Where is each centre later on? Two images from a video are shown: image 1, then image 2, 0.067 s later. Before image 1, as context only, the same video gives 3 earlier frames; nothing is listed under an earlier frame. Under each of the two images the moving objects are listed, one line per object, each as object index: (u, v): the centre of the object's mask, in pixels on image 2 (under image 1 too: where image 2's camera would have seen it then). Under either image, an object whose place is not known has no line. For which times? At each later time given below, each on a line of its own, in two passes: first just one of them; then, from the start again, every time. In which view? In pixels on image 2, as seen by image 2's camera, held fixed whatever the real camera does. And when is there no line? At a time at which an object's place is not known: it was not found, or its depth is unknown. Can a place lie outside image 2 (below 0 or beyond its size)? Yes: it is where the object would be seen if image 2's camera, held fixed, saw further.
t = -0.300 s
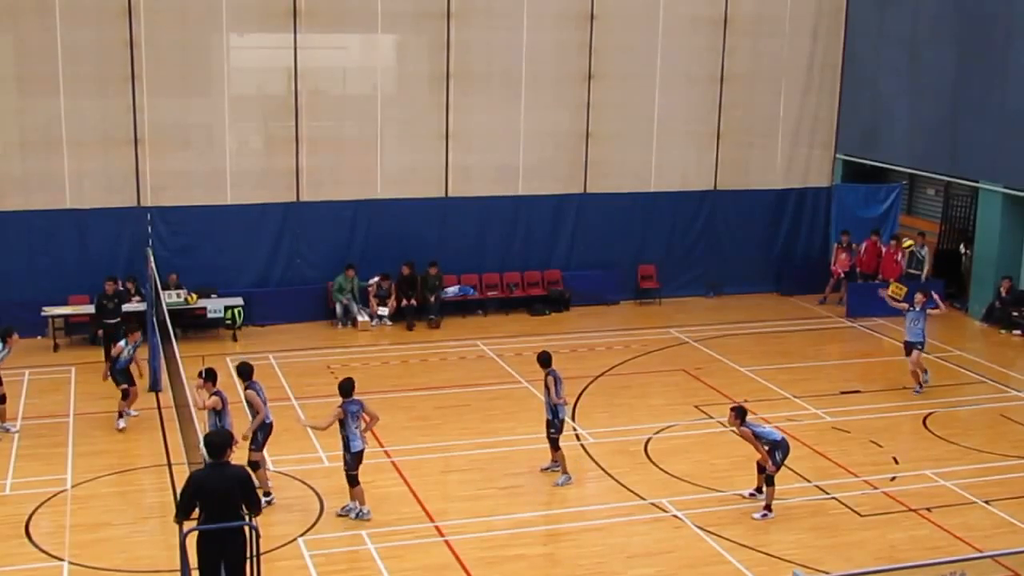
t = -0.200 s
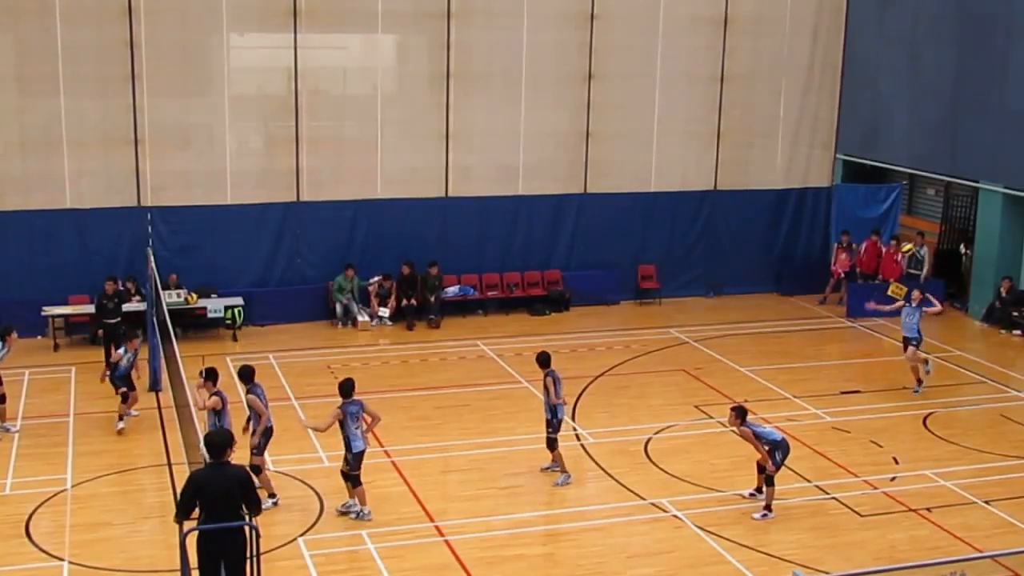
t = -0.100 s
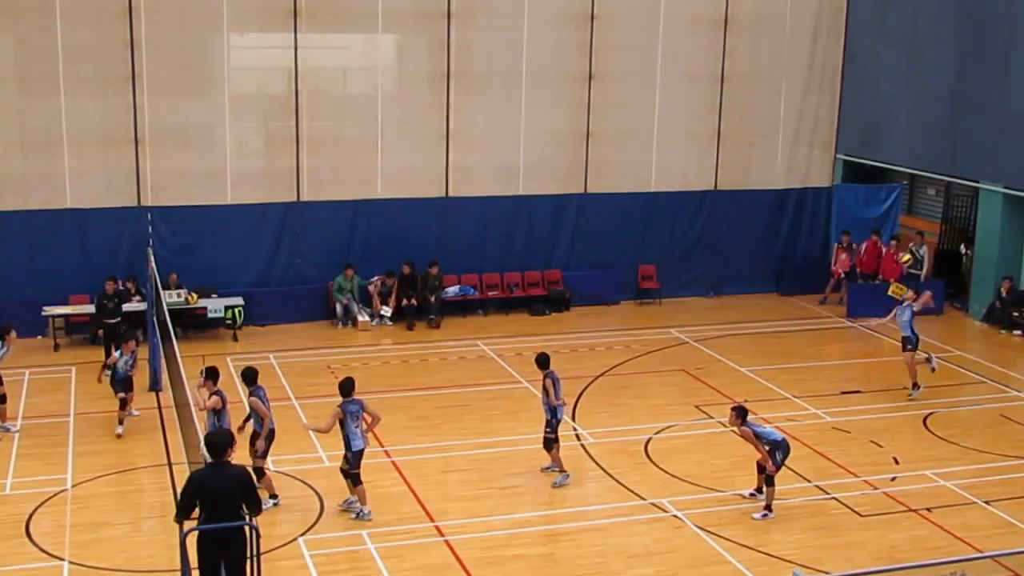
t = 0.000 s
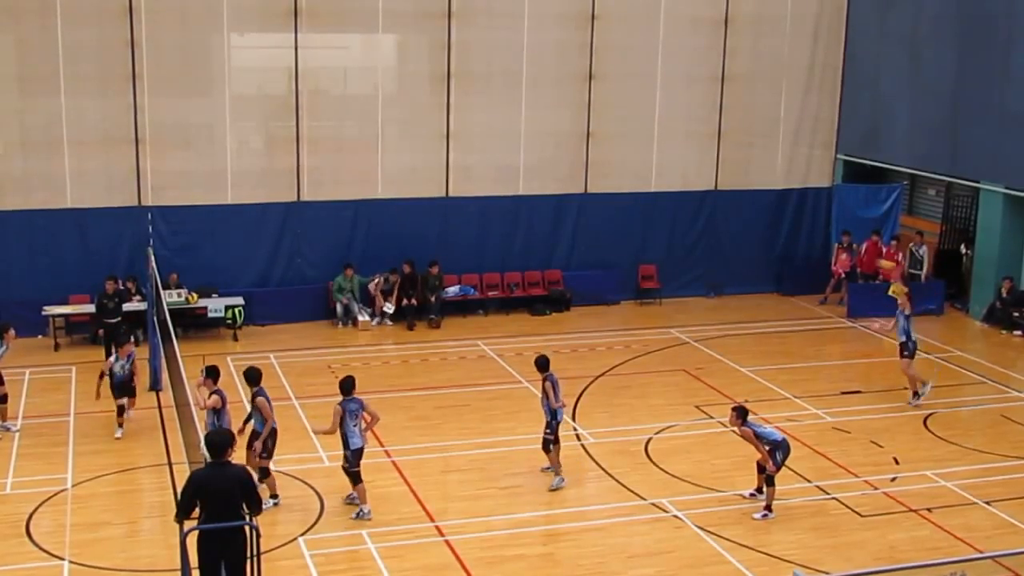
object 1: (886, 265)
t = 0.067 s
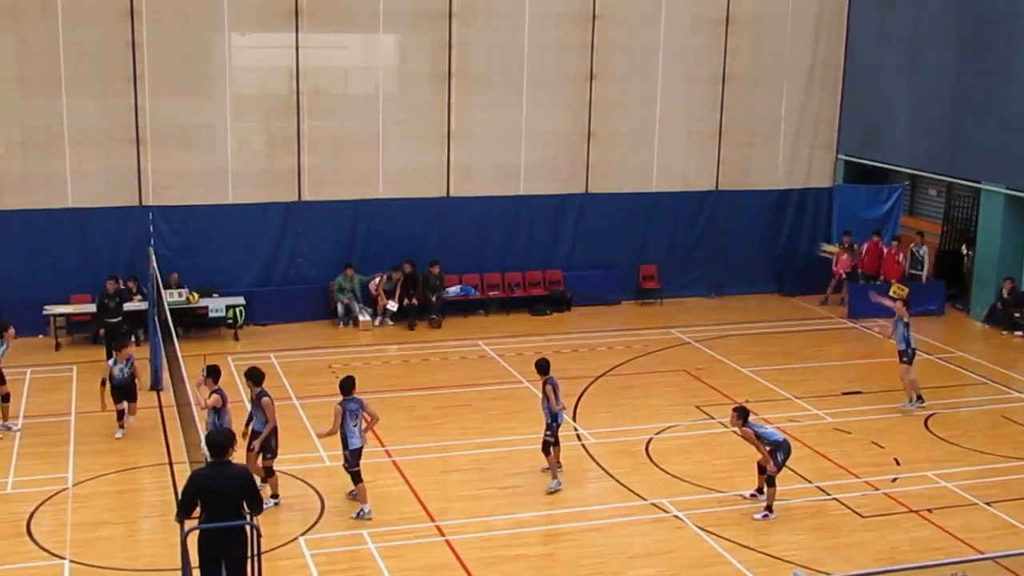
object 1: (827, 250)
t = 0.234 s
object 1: (675, 224)
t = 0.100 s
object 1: (799, 243)
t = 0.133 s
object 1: (770, 237)
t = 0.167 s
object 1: (739, 232)
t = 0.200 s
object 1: (707, 227)
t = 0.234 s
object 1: (675, 224)
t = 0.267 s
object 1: (642, 221)
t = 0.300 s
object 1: (608, 219)
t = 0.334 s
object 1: (575, 218)
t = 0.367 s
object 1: (541, 218)
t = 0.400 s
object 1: (506, 218)
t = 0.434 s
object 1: (472, 220)
